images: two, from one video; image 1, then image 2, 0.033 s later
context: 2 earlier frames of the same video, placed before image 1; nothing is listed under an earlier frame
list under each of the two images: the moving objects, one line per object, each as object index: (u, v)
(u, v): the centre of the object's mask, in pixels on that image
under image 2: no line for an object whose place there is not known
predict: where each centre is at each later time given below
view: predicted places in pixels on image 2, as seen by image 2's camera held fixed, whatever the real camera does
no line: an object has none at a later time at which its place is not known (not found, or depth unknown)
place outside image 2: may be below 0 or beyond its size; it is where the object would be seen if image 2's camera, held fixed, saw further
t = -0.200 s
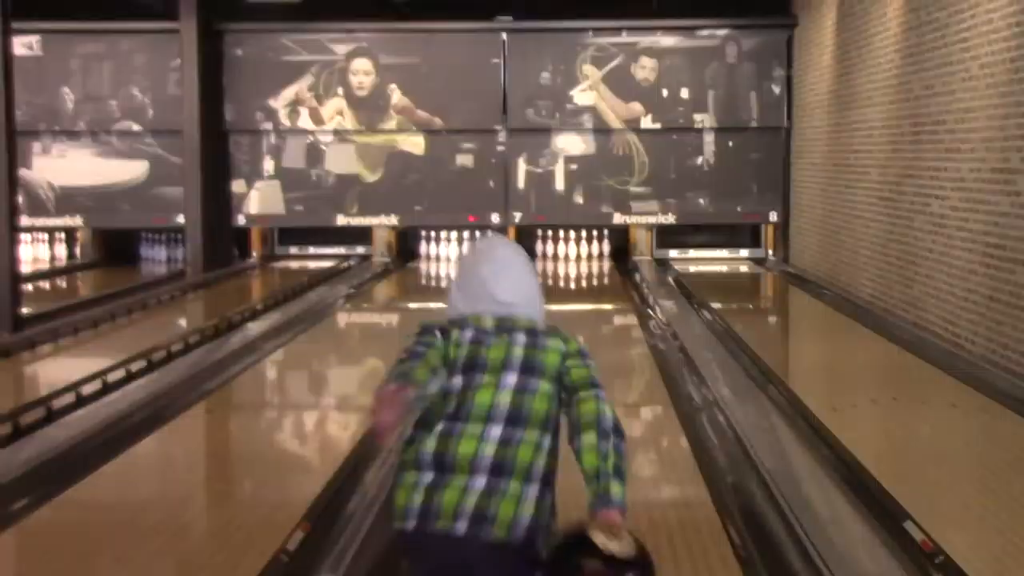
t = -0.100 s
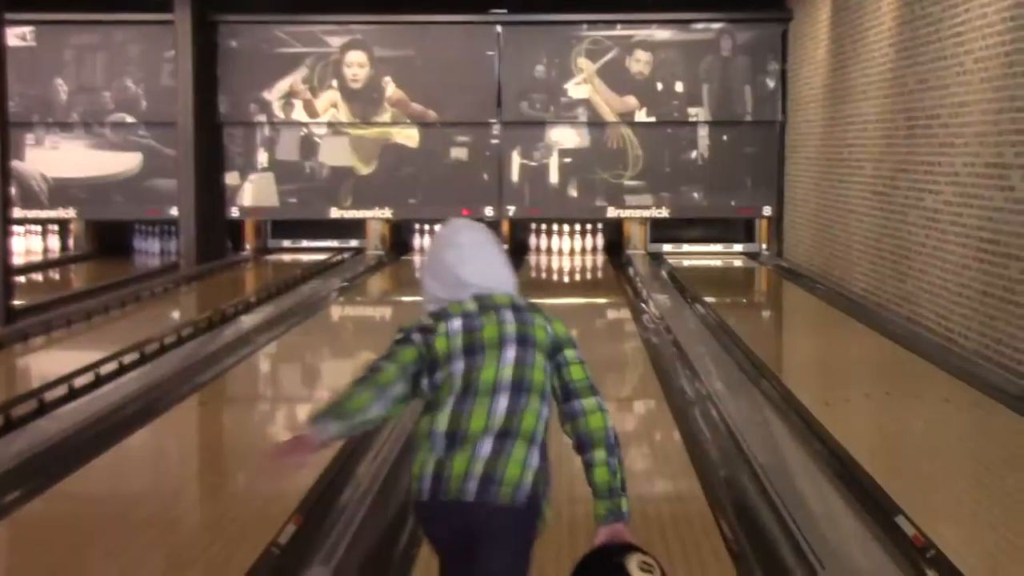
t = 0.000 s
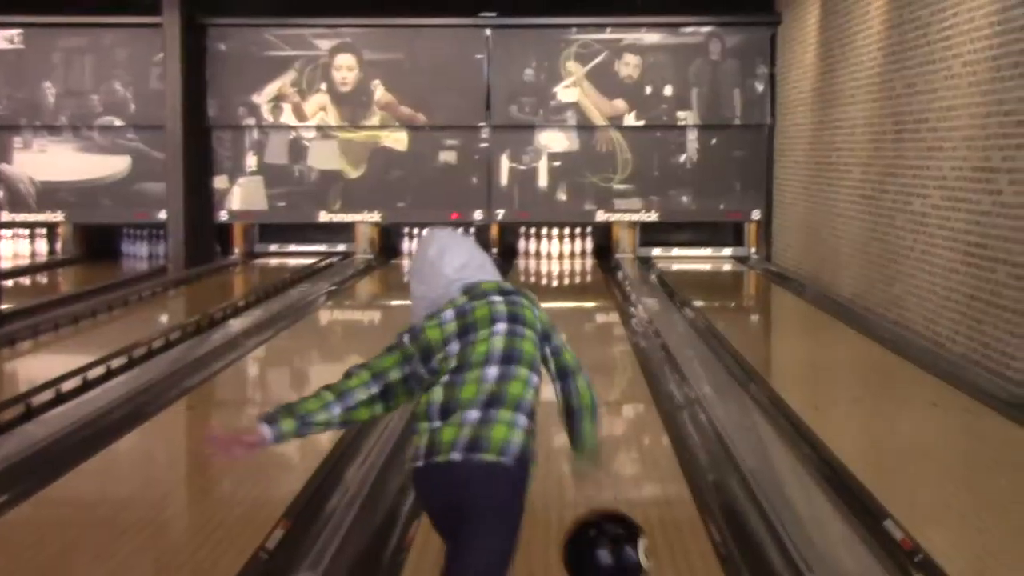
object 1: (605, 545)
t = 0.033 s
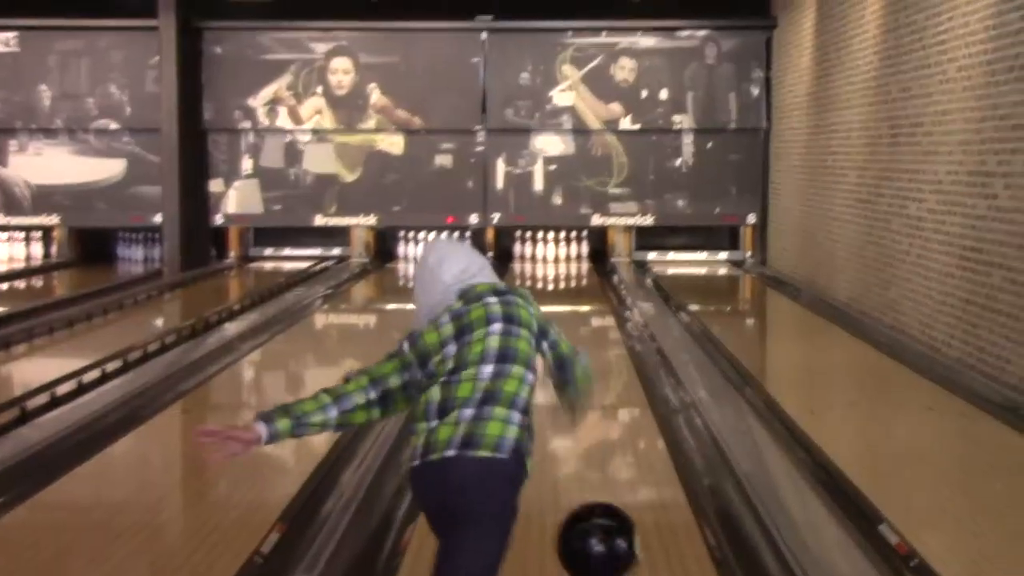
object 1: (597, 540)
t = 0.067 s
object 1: (597, 531)
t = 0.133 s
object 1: (600, 517)
